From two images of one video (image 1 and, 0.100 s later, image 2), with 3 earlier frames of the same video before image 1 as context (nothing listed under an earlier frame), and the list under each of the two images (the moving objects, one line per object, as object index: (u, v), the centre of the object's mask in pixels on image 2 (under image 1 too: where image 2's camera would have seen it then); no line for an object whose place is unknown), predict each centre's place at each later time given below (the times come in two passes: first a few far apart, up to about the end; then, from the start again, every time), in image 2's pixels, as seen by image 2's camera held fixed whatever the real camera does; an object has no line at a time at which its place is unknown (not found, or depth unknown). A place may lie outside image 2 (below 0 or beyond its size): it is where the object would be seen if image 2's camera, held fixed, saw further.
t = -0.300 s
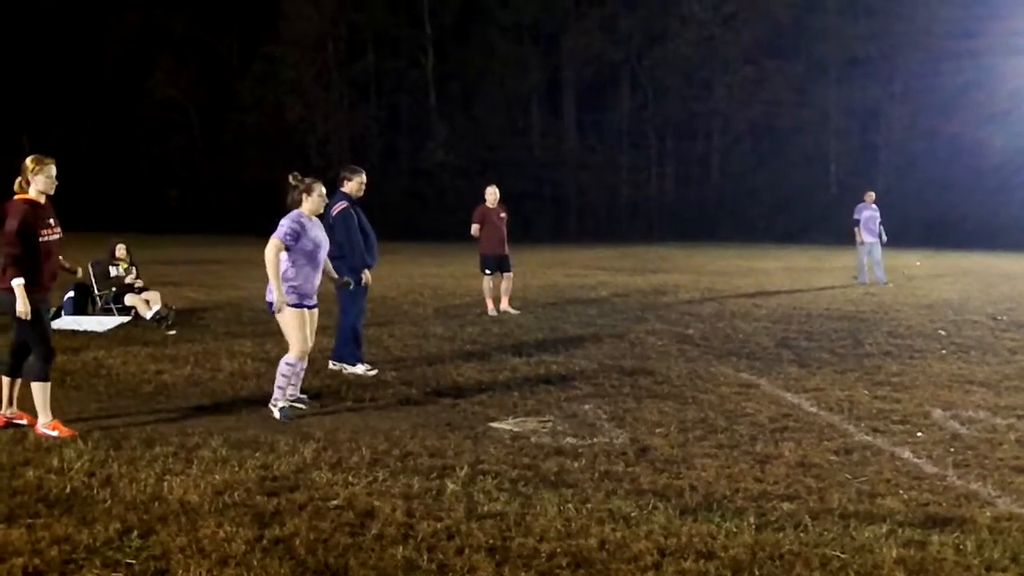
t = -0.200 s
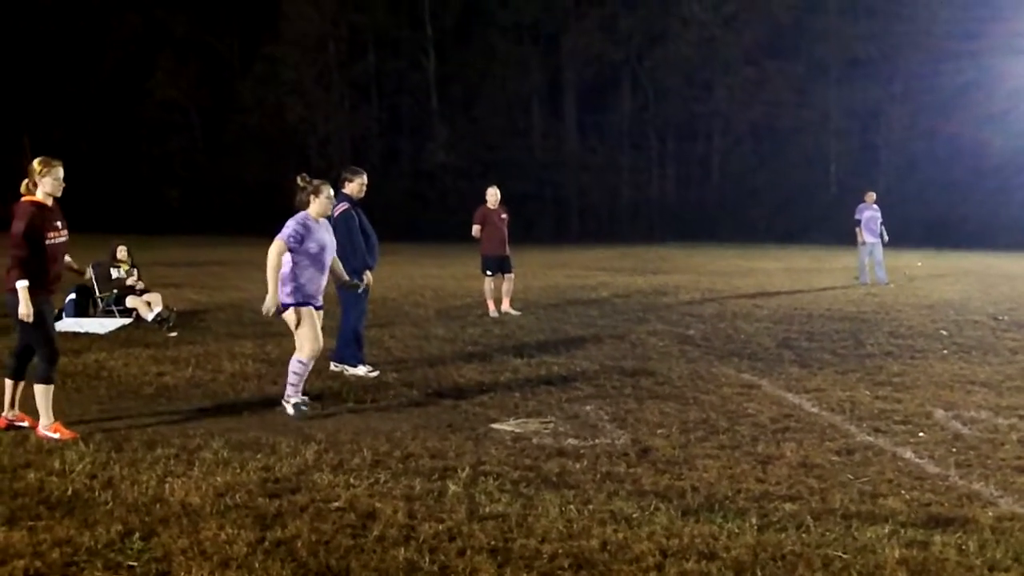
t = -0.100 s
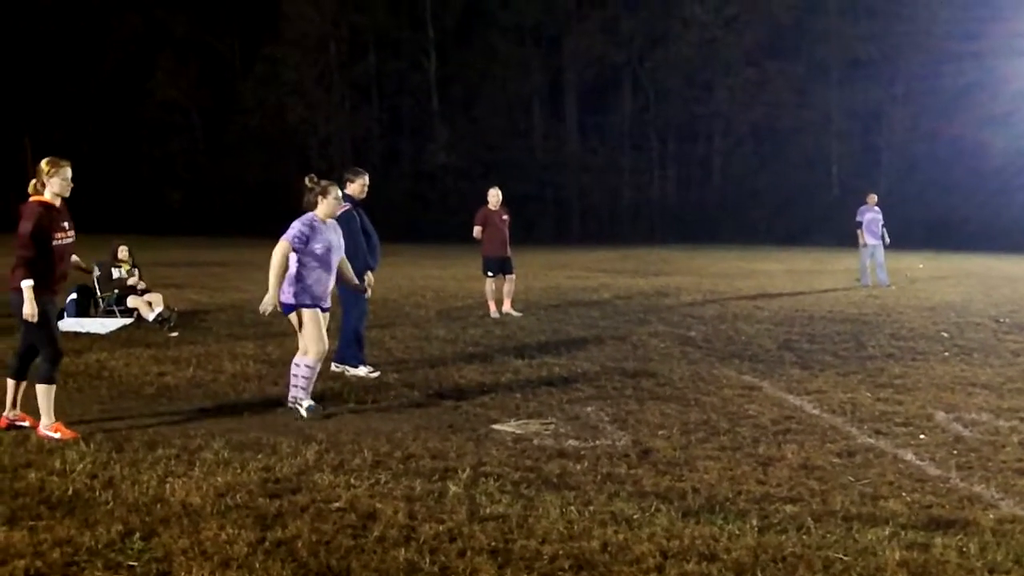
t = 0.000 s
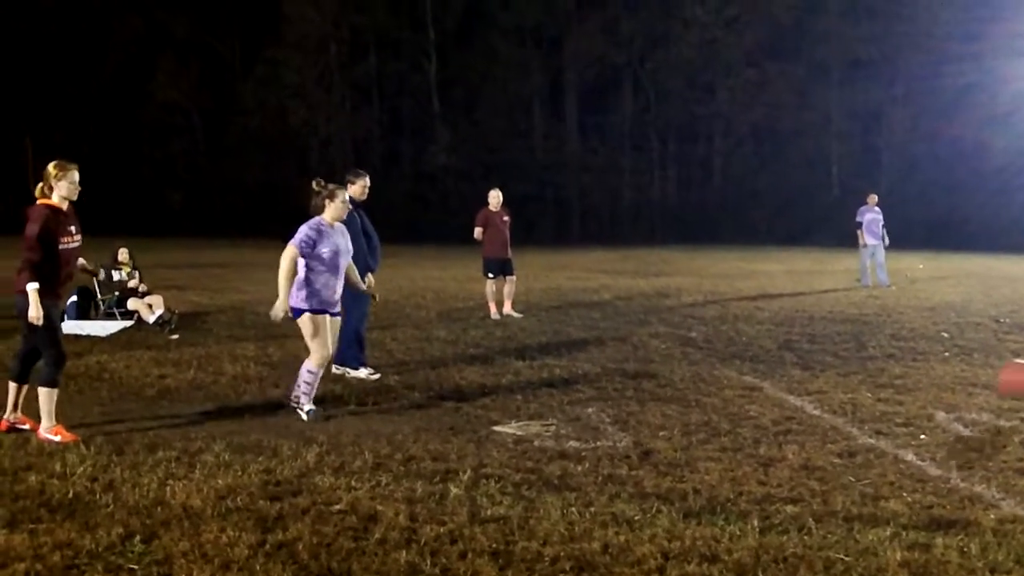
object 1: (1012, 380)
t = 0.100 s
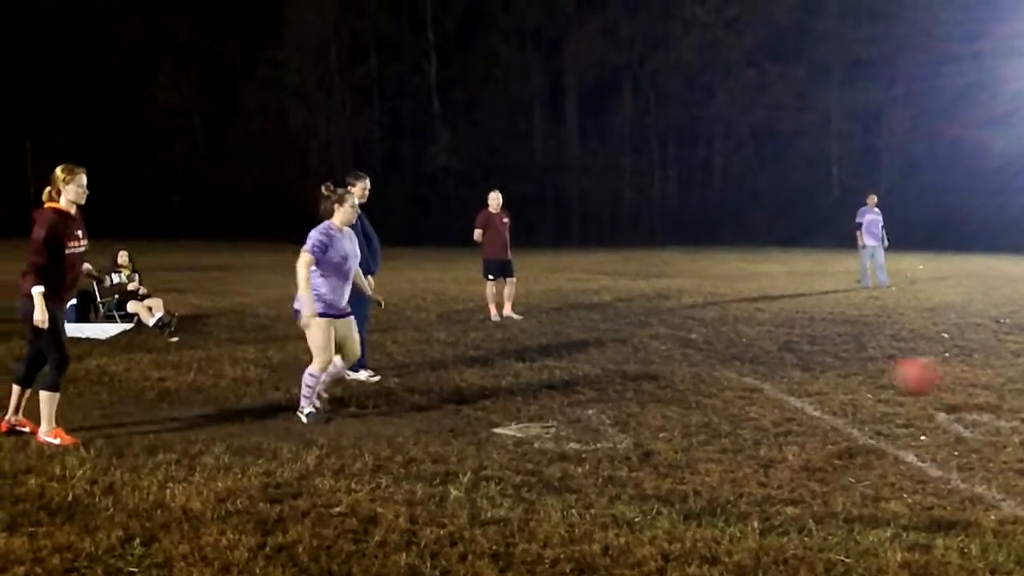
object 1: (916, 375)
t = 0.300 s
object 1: (716, 406)
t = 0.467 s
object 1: (551, 383)
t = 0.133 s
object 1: (883, 375)
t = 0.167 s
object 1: (849, 378)
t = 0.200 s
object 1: (815, 383)
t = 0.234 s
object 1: (782, 390)
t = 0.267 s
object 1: (747, 401)
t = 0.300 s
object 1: (716, 406)
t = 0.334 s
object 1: (682, 400)
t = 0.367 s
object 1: (650, 394)
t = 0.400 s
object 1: (618, 387)
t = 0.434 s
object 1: (585, 386)
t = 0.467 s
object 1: (551, 383)
